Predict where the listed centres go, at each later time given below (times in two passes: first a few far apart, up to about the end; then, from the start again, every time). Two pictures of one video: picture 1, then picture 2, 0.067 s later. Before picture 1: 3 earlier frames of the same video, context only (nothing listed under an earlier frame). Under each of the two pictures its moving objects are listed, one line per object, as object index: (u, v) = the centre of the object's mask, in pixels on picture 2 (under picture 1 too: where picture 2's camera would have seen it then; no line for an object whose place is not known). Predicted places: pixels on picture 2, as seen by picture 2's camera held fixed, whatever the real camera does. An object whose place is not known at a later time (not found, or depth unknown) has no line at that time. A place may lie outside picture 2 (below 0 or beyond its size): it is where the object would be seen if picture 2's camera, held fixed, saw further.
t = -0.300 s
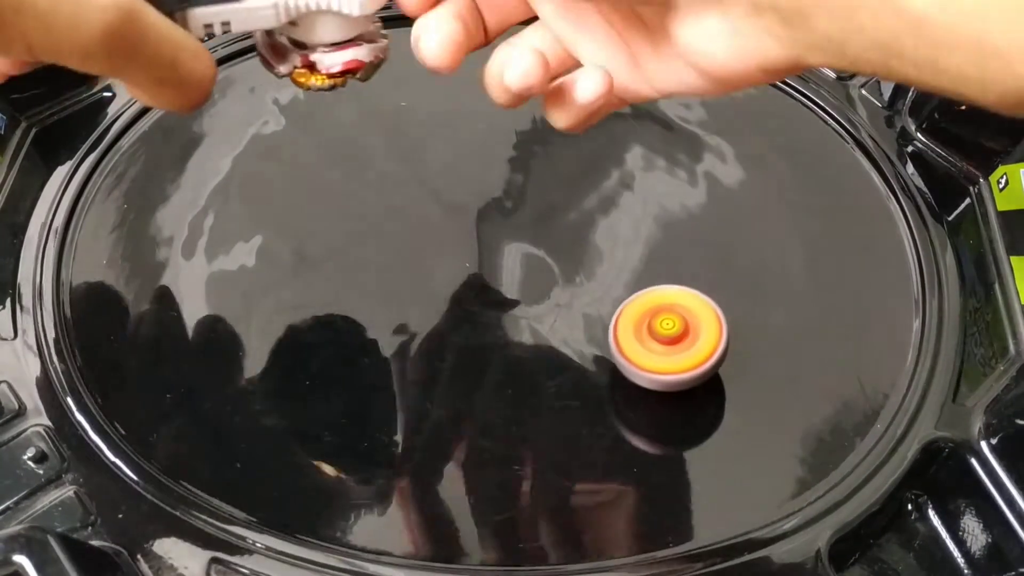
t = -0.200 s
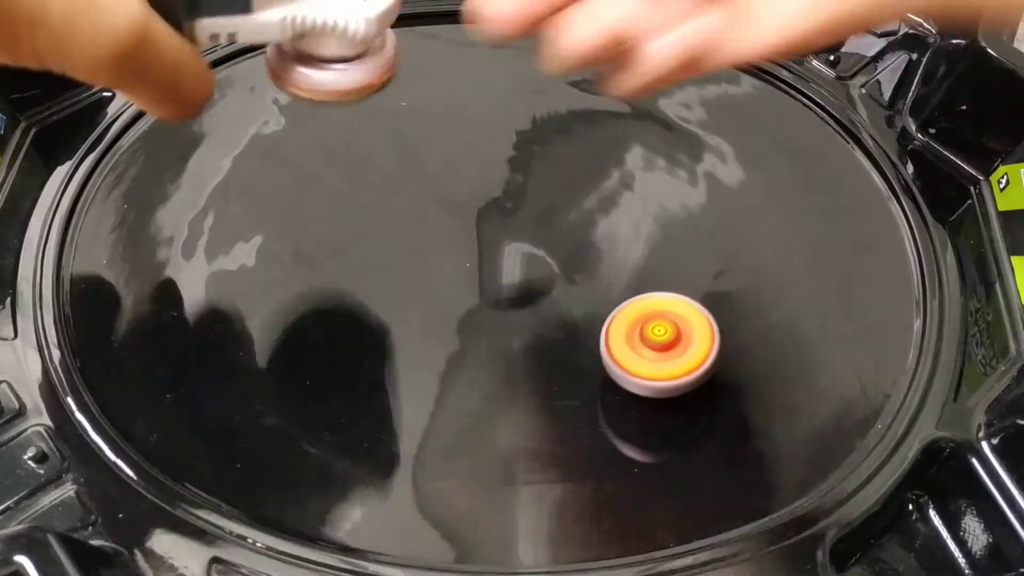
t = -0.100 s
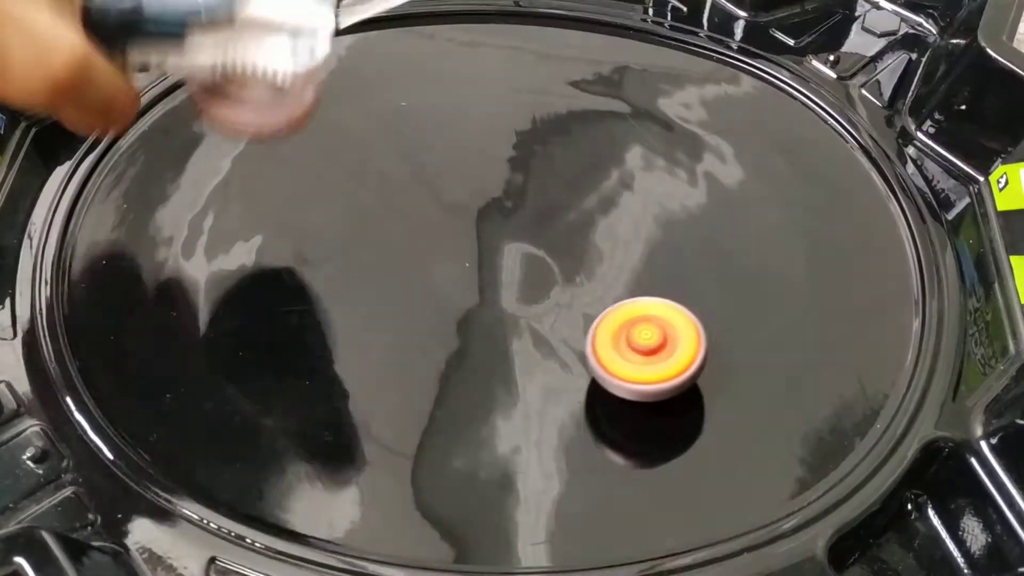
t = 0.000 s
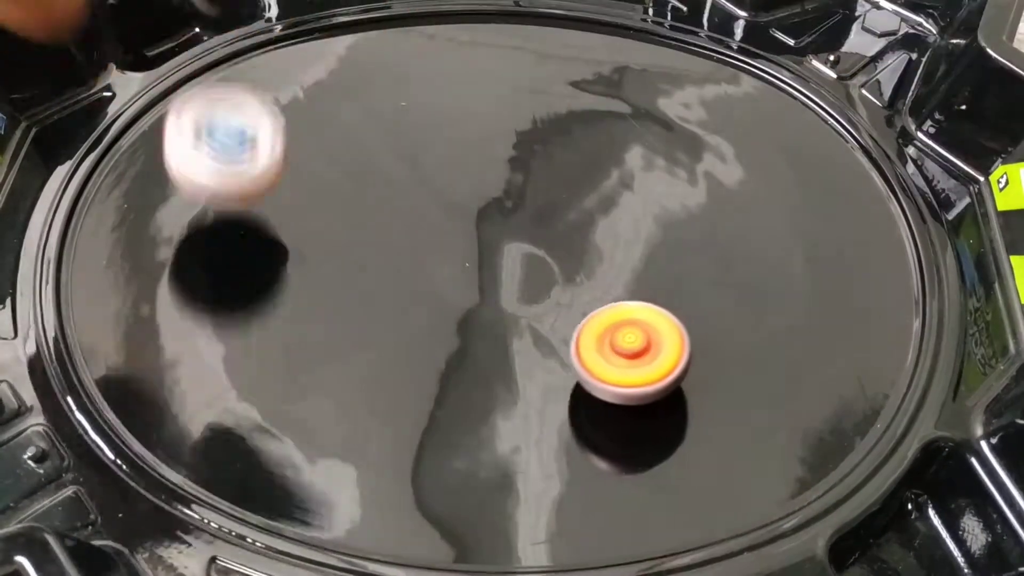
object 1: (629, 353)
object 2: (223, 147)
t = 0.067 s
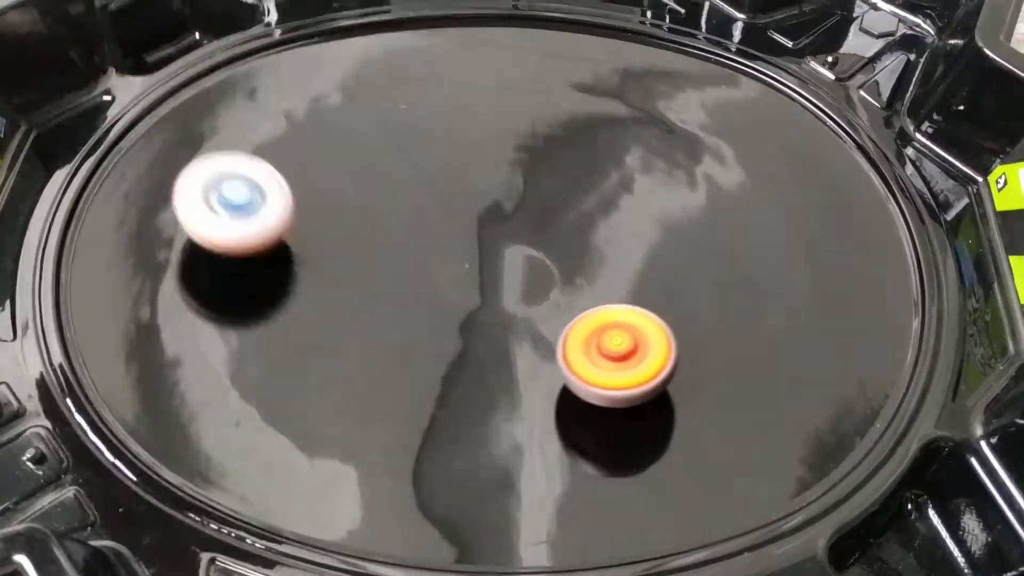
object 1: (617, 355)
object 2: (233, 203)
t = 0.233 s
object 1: (569, 358)
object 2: (353, 334)
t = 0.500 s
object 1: (529, 313)
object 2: (432, 524)
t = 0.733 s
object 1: (462, 293)
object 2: (398, 392)
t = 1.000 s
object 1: (532, 30)
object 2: (215, 413)
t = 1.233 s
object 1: (440, 123)
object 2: (352, 299)
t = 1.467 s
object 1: (384, 233)
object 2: (617, 293)
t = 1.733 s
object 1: (432, 213)
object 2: (805, 413)
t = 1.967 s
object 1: (472, 190)
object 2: (671, 502)
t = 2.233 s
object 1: (500, 184)
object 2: (349, 358)
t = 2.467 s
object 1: (519, 200)
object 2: (392, 127)
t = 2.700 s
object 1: (540, 231)
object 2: (619, 90)
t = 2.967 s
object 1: (579, 272)
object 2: (917, 339)
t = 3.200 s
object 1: (610, 303)
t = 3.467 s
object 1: (630, 331)
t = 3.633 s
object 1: (627, 342)
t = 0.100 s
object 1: (608, 357)
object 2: (248, 229)
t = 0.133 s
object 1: (601, 358)
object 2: (270, 254)
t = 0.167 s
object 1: (591, 358)
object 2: (296, 279)
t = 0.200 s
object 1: (580, 358)
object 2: (325, 306)
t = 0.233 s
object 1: (569, 358)
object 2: (353, 334)
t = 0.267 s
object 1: (560, 358)
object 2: (383, 362)
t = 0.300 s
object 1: (550, 357)
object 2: (410, 389)
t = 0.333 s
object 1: (542, 356)
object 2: (433, 416)
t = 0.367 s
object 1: (546, 344)
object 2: (438, 450)
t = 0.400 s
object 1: (548, 333)
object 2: (440, 481)
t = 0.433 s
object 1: (545, 324)
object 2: (440, 507)
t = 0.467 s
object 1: (538, 317)
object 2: (437, 521)
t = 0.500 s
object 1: (529, 313)
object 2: (432, 524)
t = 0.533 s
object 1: (520, 310)
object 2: (428, 518)
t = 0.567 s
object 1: (511, 308)
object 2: (423, 507)
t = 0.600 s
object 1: (502, 306)
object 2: (417, 487)
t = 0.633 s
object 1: (492, 303)
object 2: (412, 464)
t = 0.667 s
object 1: (482, 299)
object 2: (407, 440)
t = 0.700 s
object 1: (471, 296)
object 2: (402, 417)
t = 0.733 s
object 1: (462, 293)
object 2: (398, 392)
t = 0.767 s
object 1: (461, 274)
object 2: (378, 391)
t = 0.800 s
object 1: (482, 218)
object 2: (331, 434)
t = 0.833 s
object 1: (501, 168)
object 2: (281, 477)
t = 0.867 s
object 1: (516, 121)
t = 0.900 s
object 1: (526, 83)
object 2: (229, 460)
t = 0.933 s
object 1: (533, 52)
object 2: (222, 452)
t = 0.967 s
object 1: (535, 34)
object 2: (216, 434)
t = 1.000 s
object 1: (532, 30)
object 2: (215, 413)
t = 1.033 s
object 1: (524, 35)
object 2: (220, 392)
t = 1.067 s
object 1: (513, 41)
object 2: (230, 373)
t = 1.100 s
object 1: (500, 52)
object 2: (245, 354)
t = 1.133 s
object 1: (486, 68)
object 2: (265, 338)
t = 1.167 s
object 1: (471, 85)
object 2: (289, 322)
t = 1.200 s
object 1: (455, 104)
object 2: (319, 309)
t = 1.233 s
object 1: (440, 123)
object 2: (352, 299)
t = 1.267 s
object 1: (425, 144)
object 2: (387, 290)
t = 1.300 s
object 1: (411, 164)
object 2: (423, 284)
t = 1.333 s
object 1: (400, 183)
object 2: (461, 279)
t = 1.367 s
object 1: (391, 200)
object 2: (499, 278)
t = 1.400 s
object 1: (385, 214)
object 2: (538, 281)
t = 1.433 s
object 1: (383, 226)
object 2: (578, 286)
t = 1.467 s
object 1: (384, 233)
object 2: (617, 293)
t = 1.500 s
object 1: (388, 237)
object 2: (654, 303)
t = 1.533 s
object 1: (394, 237)
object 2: (688, 314)
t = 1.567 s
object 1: (400, 233)
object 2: (719, 327)
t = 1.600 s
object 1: (407, 229)
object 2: (746, 342)
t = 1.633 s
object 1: (413, 226)
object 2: (769, 359)
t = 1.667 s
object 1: (420, 221)
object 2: (786, 376)
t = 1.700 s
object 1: (426, 218)
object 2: (798, 394)
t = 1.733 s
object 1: (432, 213)
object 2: (805, 413)
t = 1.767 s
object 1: (438, 209)
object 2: (806, 432)
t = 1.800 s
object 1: (444, 206)
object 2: (802, 451)
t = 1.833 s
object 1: (450, 202)
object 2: (791, 469)
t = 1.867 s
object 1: (455, 199)
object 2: (773, 486)
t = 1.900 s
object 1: (461, 195)
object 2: (747, 497)
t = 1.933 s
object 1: (467, 192)
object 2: (711, 502)
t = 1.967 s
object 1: (472, 190)
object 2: (671, 502)
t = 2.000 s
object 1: (477, 187)
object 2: (628, 499)
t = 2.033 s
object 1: (482, 186)
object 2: (582, 493)
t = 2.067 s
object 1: (486, 184)
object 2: (536, 484)
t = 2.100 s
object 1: (489, 183)
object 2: (489, 472)
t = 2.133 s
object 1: (492, 183)
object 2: (443, 452)
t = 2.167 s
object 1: (495, 183)
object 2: (403, 426)
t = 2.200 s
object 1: (497, 183)
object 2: (372, 394)
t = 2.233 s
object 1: (500, 184)
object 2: (349, 358)
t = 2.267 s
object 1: (502, 185)
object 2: (335, 320)
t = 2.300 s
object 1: (504, 187)
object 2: (329, 283)
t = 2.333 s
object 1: (506, 189)
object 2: (330, 247)
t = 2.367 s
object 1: (508, 191)
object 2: (338, 213)
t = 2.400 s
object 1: (510, 194)
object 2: (352, 181)
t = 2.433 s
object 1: (514, 197)
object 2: (370, 152)
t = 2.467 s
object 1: (519, 200)
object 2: (392, 127)
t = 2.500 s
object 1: (523, 203)
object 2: (418, 107)
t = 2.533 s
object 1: (526, 207)
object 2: (446, 91)
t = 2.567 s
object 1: (529, 210)
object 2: (477, 80)
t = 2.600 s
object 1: (531, 214)
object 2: (510, 74)
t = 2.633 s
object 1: (533, 219)
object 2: (545, 74)
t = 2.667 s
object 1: (536, 225)
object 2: (581, 79)
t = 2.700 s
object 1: (540, 231)
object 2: (619, 90)
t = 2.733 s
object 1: (545, 237)
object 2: (658, 106)
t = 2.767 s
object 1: (551, 243)
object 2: (697, 126)
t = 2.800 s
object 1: (556, 248)
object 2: (737, 151)
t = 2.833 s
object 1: (561, 252)
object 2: (777, 181)
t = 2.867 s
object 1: (565, 257)
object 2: (817, 215)
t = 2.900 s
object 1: (570, 262)
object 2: (857, 253)
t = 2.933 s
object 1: (574, 267)
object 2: (896, 296)
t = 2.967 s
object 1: (579, 272)
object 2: (917, 339)
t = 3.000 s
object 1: (584, 277)
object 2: (893, 382)
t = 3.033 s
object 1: (589, 281)
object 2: (857, 430)
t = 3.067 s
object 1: (592, 285)
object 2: (808, 471)
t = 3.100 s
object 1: (597, 290)
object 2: (743, 501)
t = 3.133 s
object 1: (601, 294)
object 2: (663, 515)
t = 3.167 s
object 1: (606, 299)
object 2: (577, 516)
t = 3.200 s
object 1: (610, 303)
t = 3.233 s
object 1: (615, 307)
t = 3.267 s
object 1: (619, 311)
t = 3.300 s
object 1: (622, 315)
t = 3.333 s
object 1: (624, 318)
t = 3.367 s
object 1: (626, 322)
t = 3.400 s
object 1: (628, 325)
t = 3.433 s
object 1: (629, 328)
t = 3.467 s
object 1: (630, 331)
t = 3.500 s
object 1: (630, 334)
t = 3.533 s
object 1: (631, 337)
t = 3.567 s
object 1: (630, 339)
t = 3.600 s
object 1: (629, 341)
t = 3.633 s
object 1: (627, 342)
